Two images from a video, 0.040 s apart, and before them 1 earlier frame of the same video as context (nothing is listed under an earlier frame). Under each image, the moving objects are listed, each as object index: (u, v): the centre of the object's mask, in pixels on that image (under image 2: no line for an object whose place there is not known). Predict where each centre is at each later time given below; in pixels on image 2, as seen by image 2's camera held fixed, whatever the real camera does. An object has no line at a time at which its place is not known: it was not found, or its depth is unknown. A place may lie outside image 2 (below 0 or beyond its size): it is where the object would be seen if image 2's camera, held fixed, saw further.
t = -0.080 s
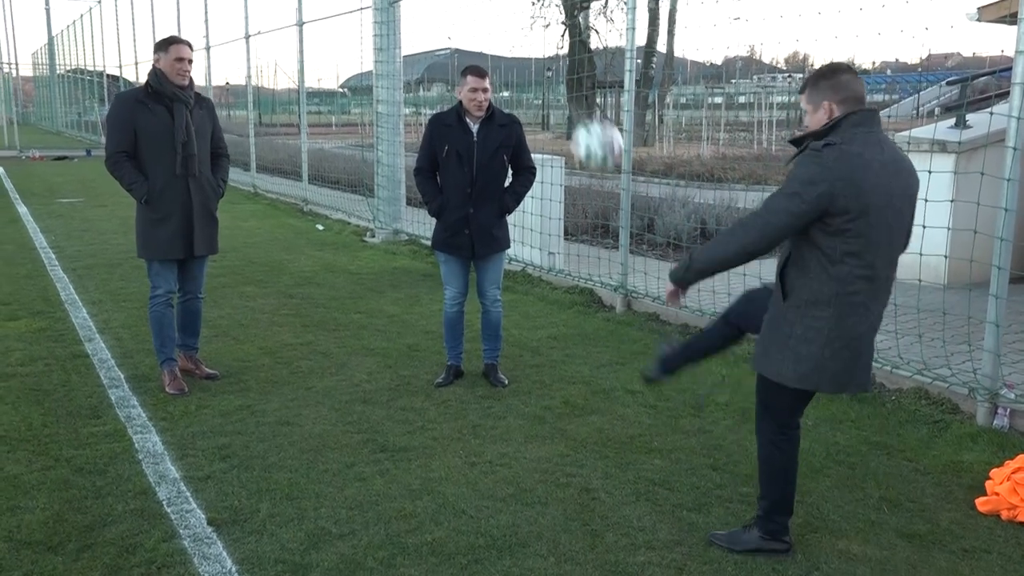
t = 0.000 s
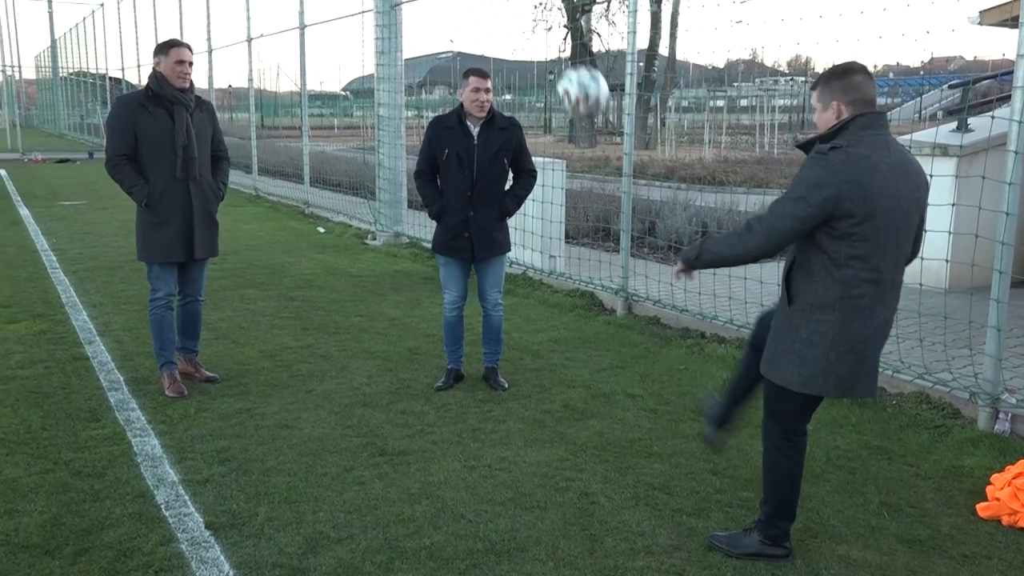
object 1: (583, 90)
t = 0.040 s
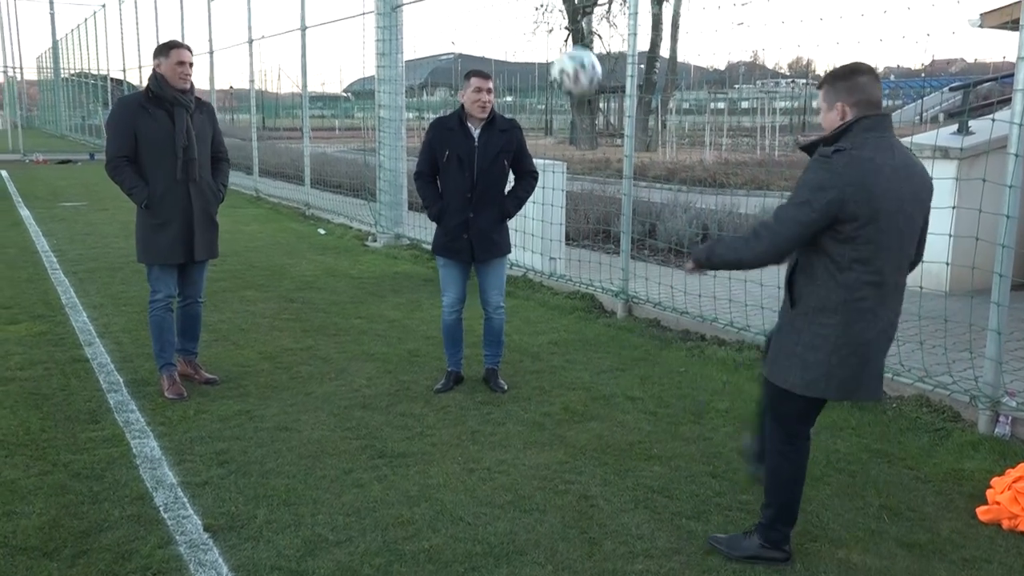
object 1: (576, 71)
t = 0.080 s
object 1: (569, 54)
